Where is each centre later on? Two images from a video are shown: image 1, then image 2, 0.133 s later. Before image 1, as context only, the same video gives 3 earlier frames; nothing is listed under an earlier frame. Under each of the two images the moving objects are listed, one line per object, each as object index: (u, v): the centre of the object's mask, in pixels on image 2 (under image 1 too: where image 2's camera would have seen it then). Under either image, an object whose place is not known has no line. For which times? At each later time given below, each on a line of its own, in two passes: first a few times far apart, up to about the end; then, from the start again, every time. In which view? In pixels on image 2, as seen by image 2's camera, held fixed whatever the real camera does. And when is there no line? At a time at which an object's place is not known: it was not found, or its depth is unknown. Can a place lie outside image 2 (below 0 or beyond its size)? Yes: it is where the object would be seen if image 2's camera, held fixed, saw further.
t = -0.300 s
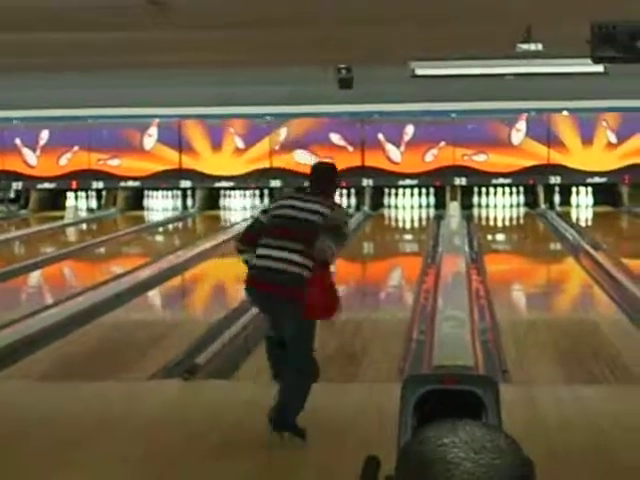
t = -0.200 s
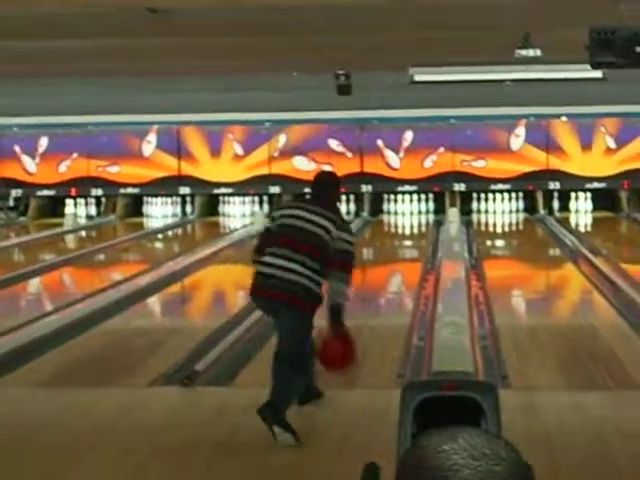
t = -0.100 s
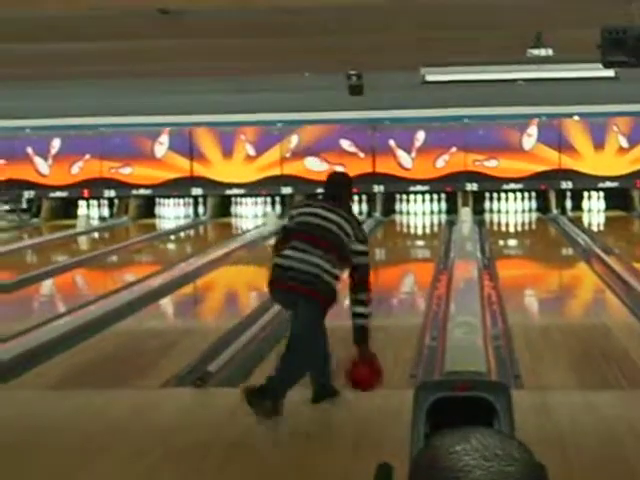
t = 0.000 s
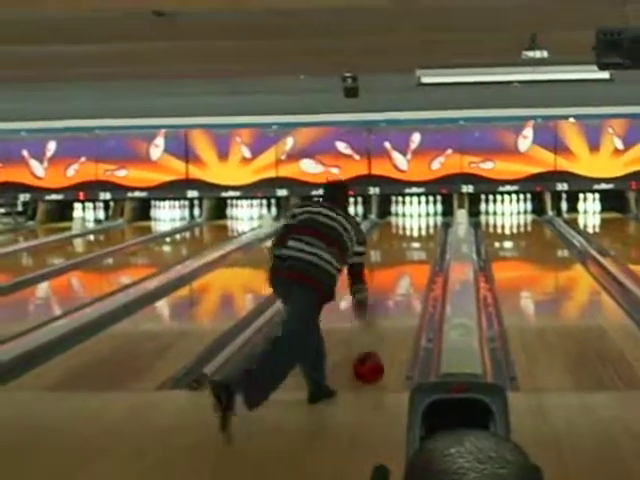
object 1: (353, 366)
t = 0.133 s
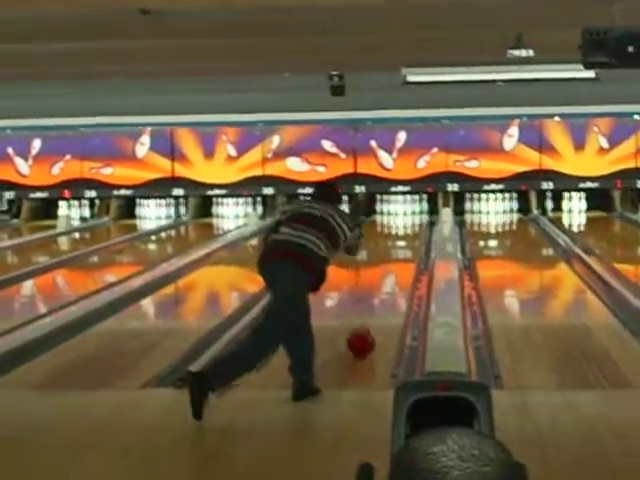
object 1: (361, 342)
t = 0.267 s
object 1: (366, 320)
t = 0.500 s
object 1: (373, 293)
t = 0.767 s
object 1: (380, 269)
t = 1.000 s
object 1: (383, 257)
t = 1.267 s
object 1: (387, 244)
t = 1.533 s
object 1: (388, 233)
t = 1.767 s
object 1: (391, 224)
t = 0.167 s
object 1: (362, 338)
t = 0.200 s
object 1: (364, 333)
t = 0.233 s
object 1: (364, 327)
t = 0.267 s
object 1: (366, 320)
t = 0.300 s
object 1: (367, 316)
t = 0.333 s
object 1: (368, 312)
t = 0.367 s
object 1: (370, 308)
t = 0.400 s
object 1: (371, 305)
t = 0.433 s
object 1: (371, 301)
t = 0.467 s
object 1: (372, 297)
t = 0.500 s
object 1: (373, 293)
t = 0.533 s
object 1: (374, 291)
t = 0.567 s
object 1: (375, 288)
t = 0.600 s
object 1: (376, 285)
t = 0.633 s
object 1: (376, 281)
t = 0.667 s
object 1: (377, 278)
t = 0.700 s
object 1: (378, 275)
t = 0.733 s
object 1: (379, 274)
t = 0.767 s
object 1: (380, 269)
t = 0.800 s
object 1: (381, 268)
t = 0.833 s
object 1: (381, 266)
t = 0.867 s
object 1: (382, 264)
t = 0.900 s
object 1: (382, 261)
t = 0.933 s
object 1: (383, 259)
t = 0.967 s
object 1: (383, 258)
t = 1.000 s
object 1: (383, 257)
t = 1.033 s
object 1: (384, 255)
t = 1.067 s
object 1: (384, 252)
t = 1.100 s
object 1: (385, 251)
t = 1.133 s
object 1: (385, 249)
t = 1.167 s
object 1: (387, 245)
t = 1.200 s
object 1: (387, 244)
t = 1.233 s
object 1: (387, 245)
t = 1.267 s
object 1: (387, 244)
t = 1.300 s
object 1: (388, 242)
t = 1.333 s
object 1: (387, 240)
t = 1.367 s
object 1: (388, 238)
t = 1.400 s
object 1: (388, 237)
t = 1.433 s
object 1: (388, 236)
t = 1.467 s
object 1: (388, 235)
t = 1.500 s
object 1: (388, 233)
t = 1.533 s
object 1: (388, 233)
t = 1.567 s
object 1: (389, 231)
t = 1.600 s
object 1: (389, 230)
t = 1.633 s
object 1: (389, 230)
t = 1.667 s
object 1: (389, 228)
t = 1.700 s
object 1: (390, 226)
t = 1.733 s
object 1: (390, 225)
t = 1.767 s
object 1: (391, 224)
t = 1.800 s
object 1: (391, 222)
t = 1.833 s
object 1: (391, 222)
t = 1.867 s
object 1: (391, 222)
